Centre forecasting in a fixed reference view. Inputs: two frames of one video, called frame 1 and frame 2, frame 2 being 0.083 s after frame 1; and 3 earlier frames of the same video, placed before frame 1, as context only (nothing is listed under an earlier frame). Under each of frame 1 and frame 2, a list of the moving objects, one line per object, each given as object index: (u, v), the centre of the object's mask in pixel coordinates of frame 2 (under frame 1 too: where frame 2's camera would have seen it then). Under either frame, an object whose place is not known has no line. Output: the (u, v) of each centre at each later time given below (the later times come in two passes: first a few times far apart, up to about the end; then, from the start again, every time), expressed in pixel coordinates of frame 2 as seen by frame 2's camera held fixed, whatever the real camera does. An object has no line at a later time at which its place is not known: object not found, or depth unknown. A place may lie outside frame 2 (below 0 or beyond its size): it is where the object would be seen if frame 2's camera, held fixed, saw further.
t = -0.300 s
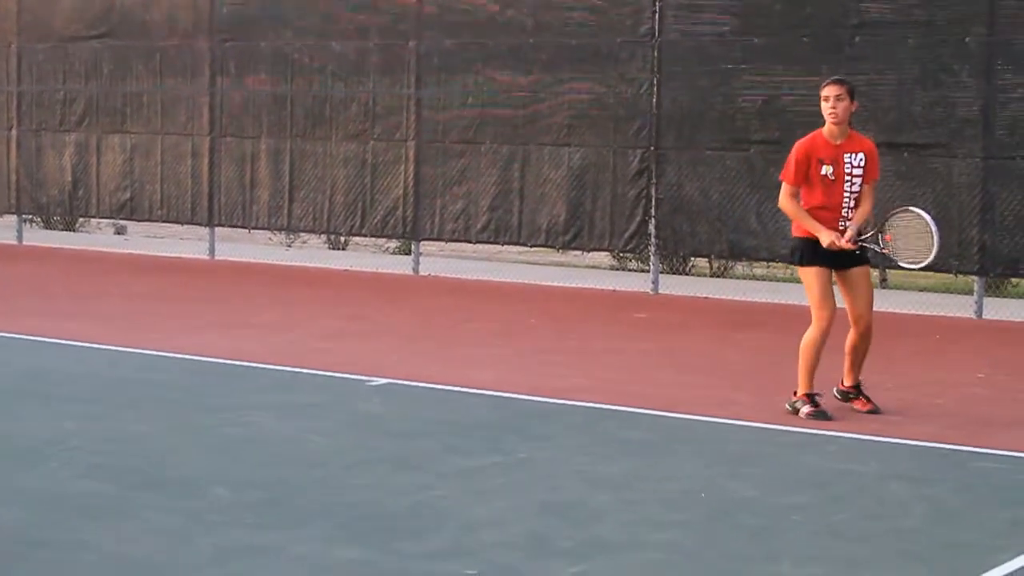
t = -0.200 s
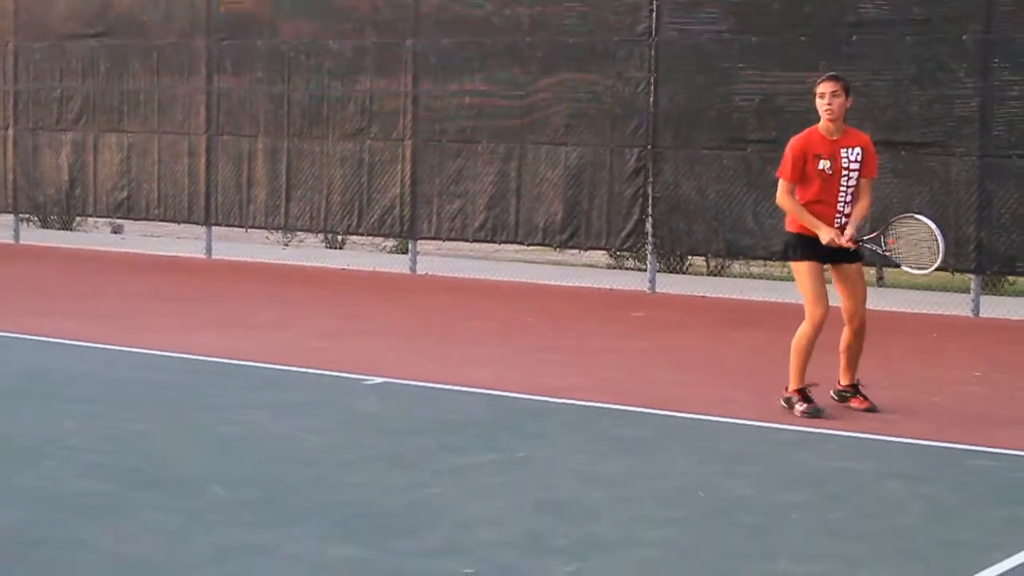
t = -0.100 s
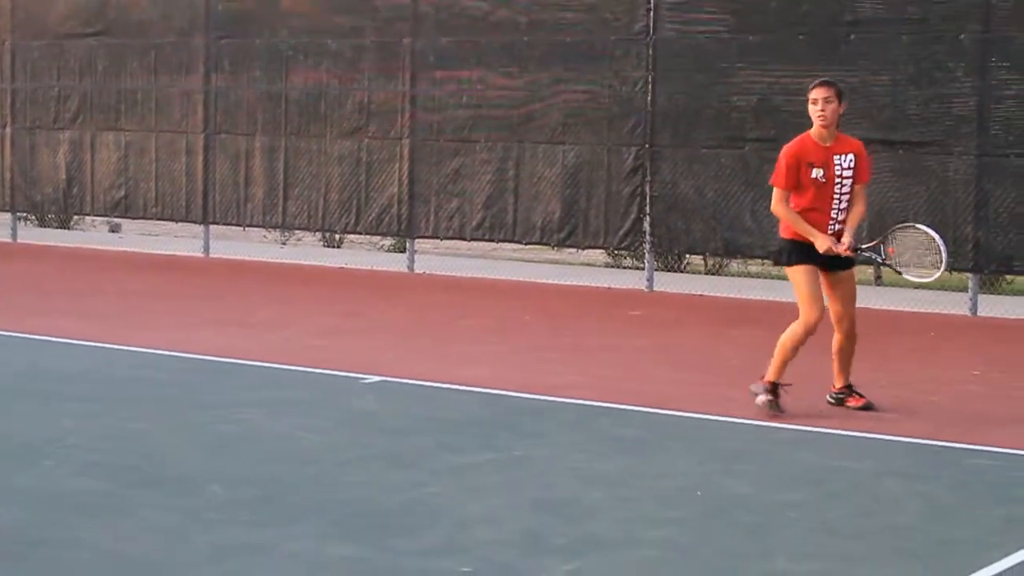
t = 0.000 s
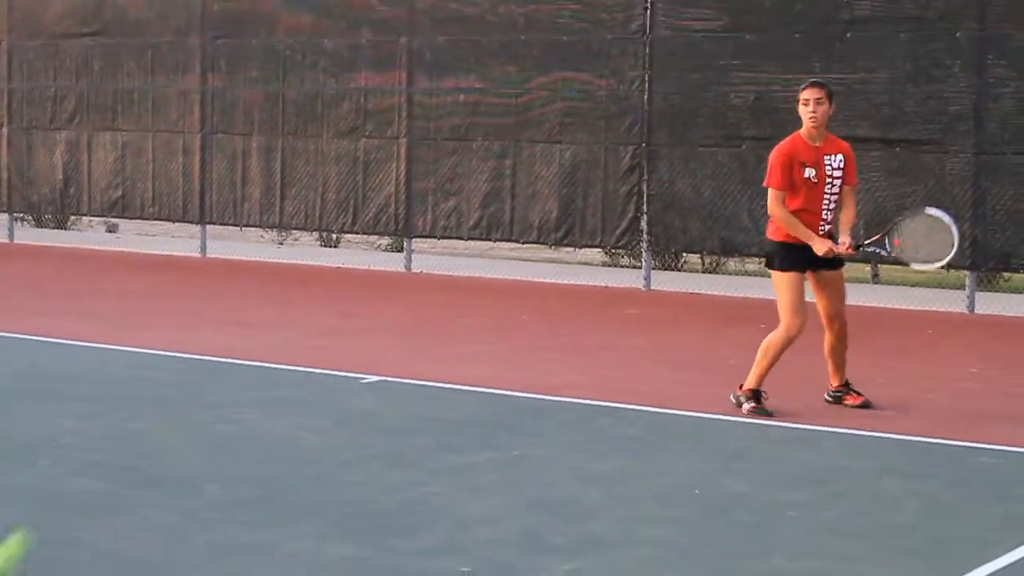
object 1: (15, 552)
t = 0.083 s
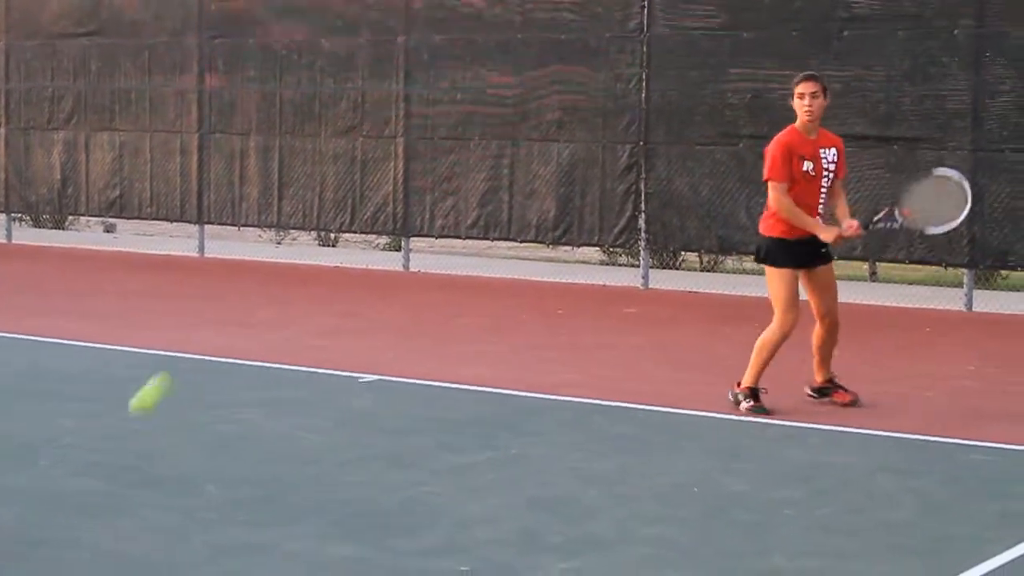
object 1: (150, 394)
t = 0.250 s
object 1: (391, 195)
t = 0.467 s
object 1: (630, 117)
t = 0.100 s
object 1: (174, 370)
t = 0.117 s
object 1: (204, 341)
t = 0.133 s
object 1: (228, 318)
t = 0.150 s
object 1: (253, 297)
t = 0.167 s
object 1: (277, 278)
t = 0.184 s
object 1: (296, 260)
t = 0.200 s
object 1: (326, 239)
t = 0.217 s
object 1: (347, 223)
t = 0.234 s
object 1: (369, 209)
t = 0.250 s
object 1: (391, 195)
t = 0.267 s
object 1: (413, 183)
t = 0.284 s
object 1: (432, 172)
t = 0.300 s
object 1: (452, 162)
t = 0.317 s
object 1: (472, 153)
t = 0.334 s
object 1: (491, 144)
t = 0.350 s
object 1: (510, 138)
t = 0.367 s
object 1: (529, 132)
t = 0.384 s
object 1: (546, 127)
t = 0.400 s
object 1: (564, 123)
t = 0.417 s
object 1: (581, 120)
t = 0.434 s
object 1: (598, 119)
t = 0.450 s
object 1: (614, 117)
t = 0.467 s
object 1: (630, 117)
